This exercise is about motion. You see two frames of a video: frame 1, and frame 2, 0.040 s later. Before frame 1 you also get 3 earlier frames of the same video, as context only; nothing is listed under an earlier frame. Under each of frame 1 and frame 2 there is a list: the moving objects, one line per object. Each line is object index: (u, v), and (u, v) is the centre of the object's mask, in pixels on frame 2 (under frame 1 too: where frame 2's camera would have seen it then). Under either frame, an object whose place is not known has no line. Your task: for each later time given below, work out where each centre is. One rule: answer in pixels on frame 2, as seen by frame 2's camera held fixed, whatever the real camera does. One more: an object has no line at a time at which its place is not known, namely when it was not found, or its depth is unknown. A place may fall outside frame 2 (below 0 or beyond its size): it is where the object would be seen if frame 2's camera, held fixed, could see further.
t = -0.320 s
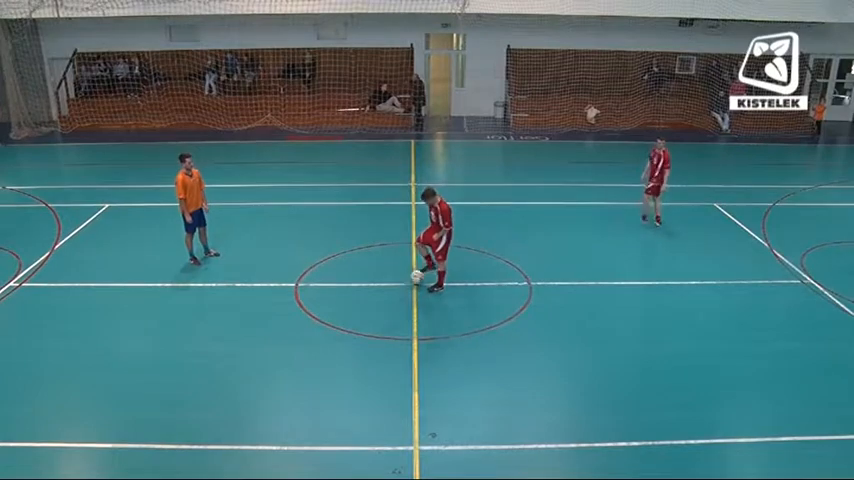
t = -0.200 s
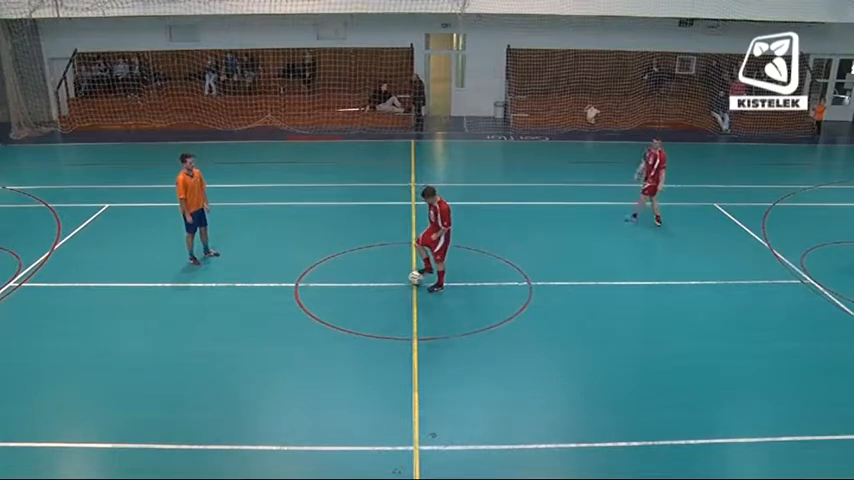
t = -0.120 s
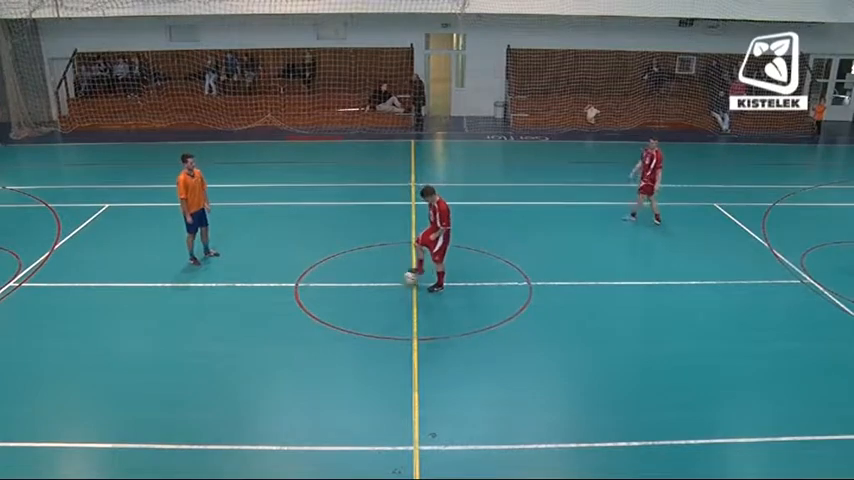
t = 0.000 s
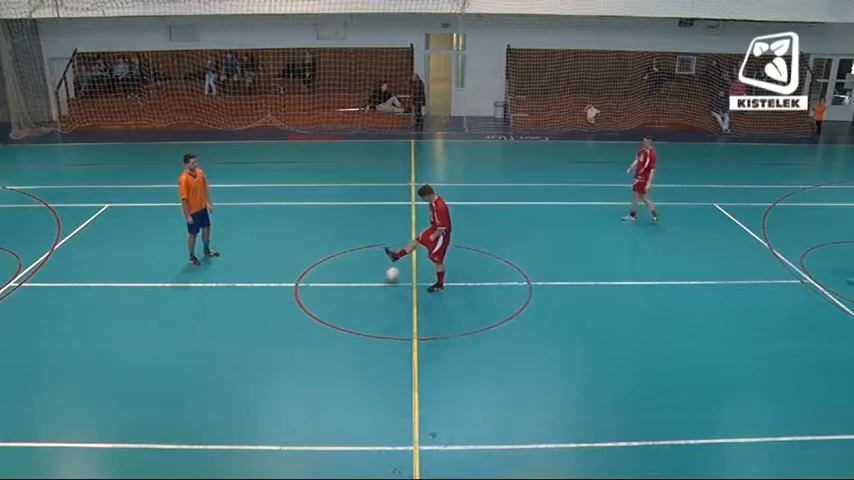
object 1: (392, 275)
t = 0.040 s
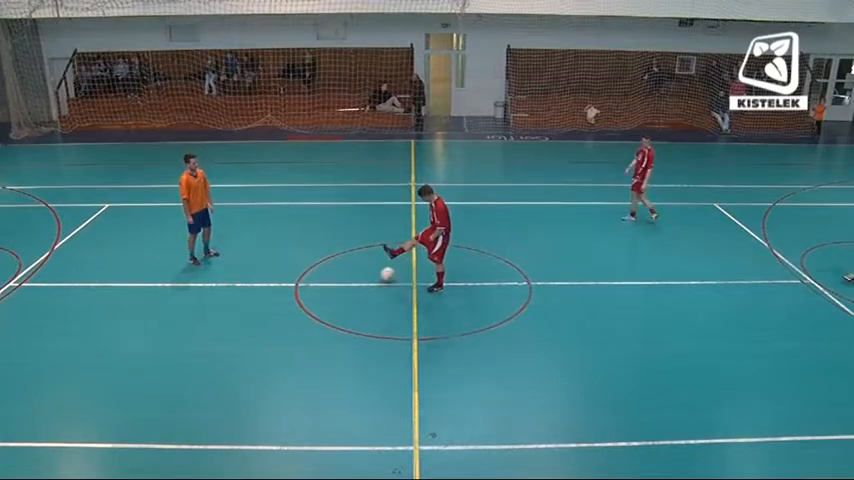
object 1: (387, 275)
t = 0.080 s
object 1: (381, 274)
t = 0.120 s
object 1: (375, 274)
